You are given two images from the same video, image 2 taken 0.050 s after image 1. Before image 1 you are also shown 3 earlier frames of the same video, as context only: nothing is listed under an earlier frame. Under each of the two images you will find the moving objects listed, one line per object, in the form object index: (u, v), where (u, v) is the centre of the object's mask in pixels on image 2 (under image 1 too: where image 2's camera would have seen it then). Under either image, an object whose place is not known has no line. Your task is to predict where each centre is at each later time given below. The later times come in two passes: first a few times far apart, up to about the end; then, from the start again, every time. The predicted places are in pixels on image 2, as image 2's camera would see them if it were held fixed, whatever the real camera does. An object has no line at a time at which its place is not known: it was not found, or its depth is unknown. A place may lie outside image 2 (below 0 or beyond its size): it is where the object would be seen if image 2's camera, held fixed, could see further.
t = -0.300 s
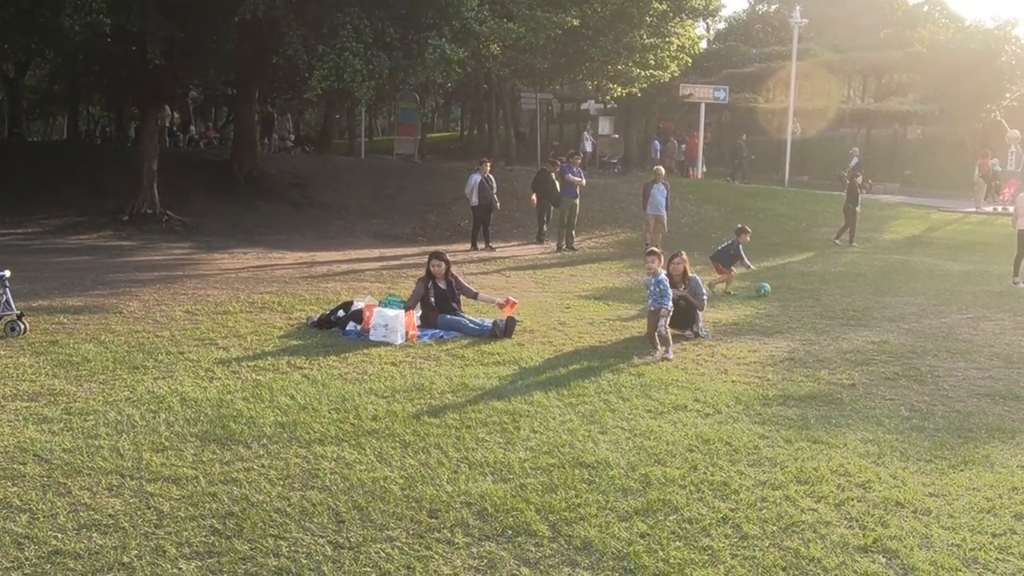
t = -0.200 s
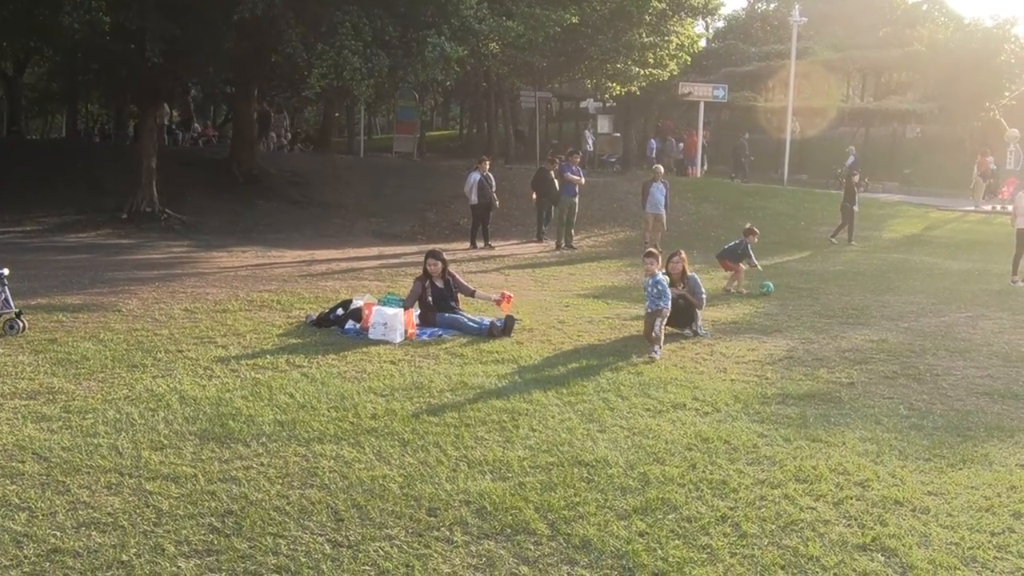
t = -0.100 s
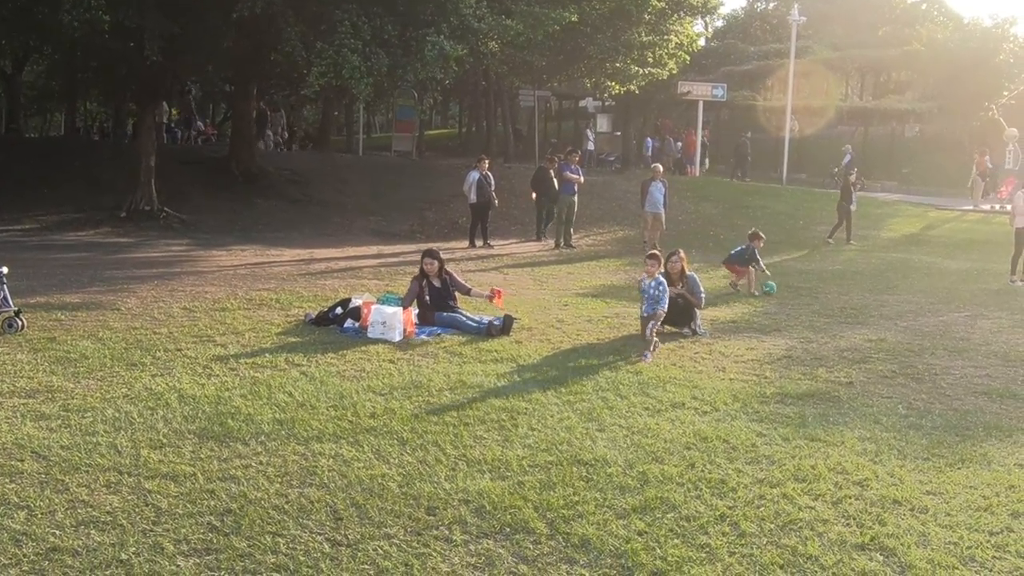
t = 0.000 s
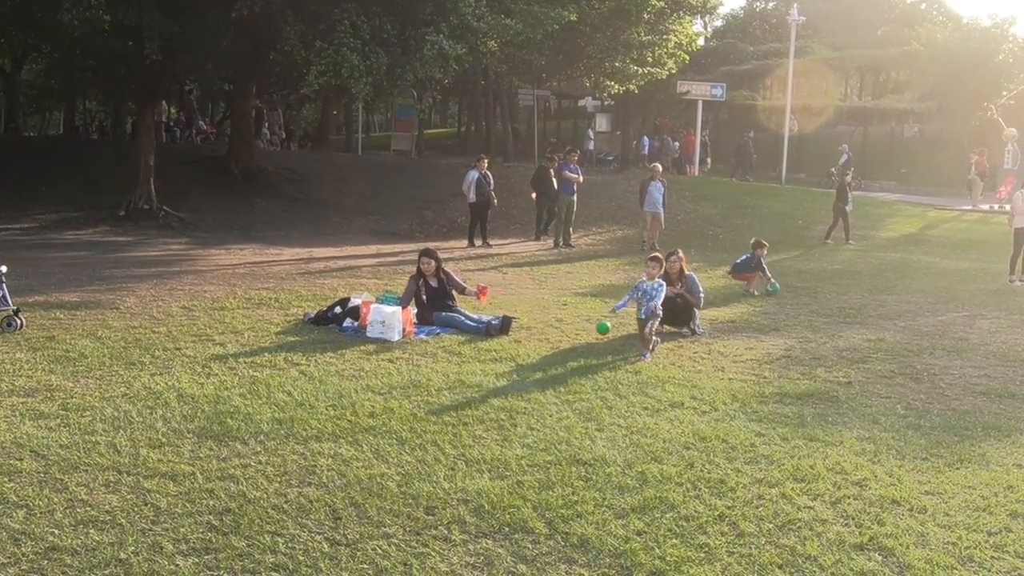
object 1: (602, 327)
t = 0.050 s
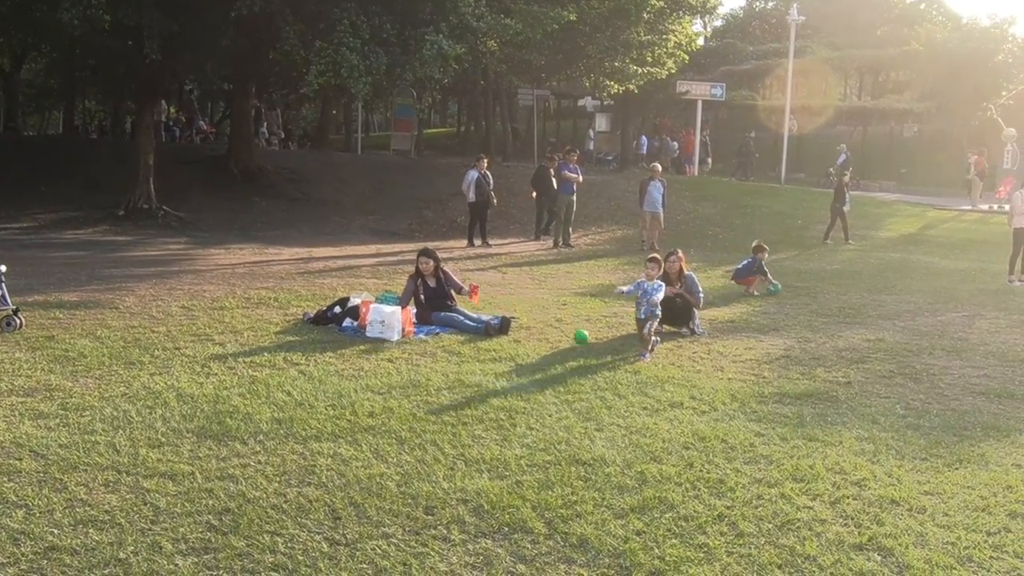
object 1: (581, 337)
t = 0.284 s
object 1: (502, 370)
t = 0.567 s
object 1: (433, 411)
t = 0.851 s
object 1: (354, 446)
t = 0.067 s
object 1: (573, 341)
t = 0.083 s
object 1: (566, 345)
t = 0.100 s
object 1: (559, 350)
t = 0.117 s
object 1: (552, 356)
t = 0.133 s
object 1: (544, 362)
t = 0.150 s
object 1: (537, 369)
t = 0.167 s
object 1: (529, 374)
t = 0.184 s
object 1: (524, 375)
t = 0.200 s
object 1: (521, 374)
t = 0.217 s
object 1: (517, 373)
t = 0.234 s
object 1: (514, 371)
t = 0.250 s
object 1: (511, 371)
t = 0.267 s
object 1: (506, 370)
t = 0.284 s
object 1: (502, 370)
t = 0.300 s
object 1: (498, 371)
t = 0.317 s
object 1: (495, 372)
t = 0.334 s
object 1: (491, 373)
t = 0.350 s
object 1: (487, 374)
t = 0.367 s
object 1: (483, 377)
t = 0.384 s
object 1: (479, 379)
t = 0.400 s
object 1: (475, 381)
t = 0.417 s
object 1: (470, 385)
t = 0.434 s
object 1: (466, 389)
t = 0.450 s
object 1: (462, 393)
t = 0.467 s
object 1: (458, 398)
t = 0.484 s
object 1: (453, 403)
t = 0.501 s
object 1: (450, 407)
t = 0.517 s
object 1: (444, 409)
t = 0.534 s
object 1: (441, 409)
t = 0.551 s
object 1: (437, 410)
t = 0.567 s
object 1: (433, 411)
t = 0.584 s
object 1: (429, 412)
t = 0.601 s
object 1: (424, 413)
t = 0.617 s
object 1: (420, 415)
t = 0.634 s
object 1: (416, 419)
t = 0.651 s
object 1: (412, 422)
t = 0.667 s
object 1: (407, 425)
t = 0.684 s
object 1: (402, 427)
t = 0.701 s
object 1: (399, 429)
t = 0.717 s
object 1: (394, 430)
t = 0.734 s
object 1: (389, 431)
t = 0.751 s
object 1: (384, 434)
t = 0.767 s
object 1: (380, 436)
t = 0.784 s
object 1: (375, 438)
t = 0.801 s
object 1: (369, 442)
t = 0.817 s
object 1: (365, 444)
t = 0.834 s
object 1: (360, 445)
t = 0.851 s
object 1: (354, 446)
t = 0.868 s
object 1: (349, 449)
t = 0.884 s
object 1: (343, 451)
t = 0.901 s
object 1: (338, 454)
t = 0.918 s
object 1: (333, 457)
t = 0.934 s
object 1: (326, 459)
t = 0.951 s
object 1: (322, 460)
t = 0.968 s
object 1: (317, 462)
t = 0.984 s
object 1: (312, 464)
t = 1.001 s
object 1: (305, 467)
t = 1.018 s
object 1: (300, 471)
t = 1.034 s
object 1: (294, 474)
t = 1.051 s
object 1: (288, 476)
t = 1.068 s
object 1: (282, 478)
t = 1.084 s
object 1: (276, 480)
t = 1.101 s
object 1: (269, 482)
